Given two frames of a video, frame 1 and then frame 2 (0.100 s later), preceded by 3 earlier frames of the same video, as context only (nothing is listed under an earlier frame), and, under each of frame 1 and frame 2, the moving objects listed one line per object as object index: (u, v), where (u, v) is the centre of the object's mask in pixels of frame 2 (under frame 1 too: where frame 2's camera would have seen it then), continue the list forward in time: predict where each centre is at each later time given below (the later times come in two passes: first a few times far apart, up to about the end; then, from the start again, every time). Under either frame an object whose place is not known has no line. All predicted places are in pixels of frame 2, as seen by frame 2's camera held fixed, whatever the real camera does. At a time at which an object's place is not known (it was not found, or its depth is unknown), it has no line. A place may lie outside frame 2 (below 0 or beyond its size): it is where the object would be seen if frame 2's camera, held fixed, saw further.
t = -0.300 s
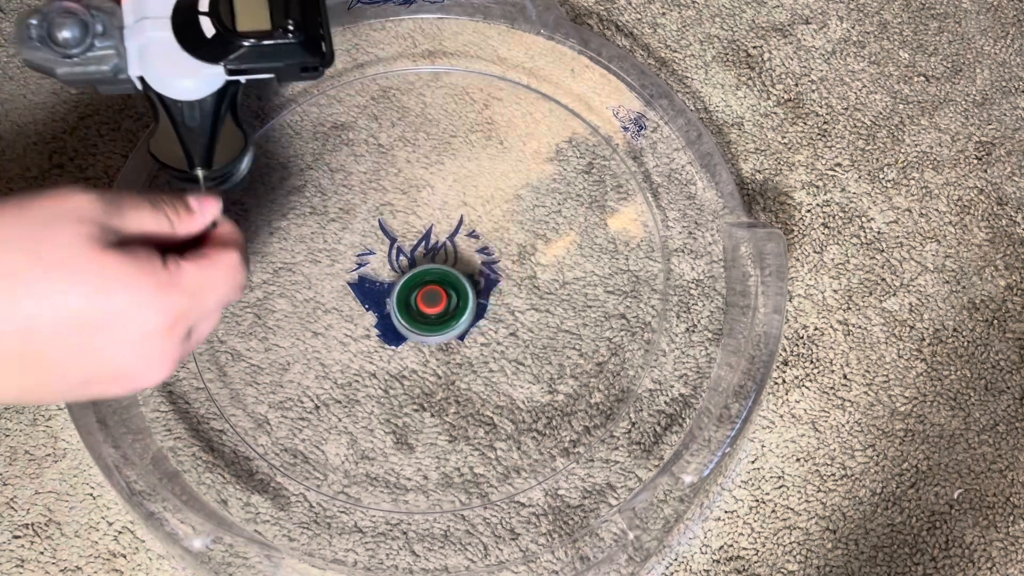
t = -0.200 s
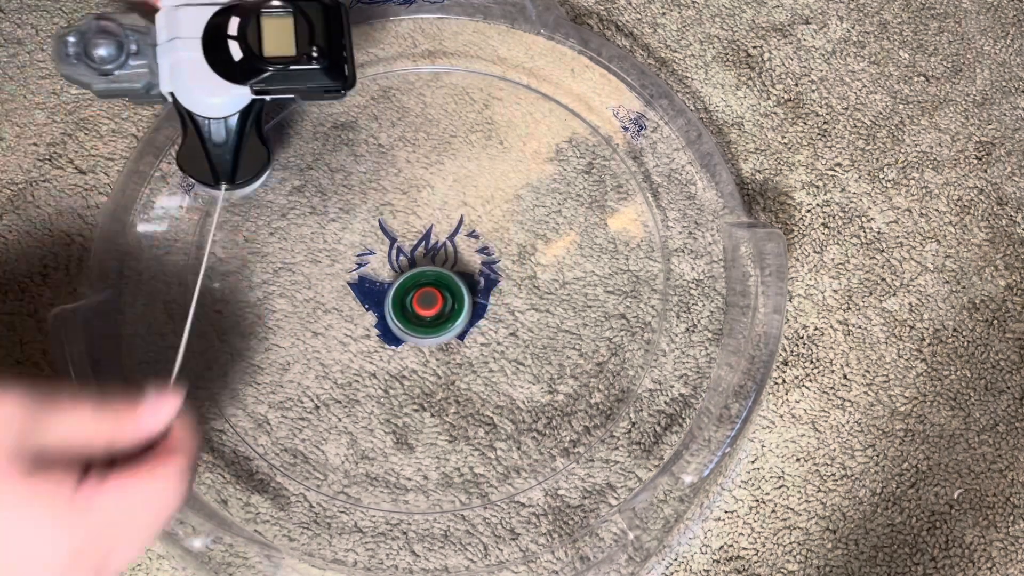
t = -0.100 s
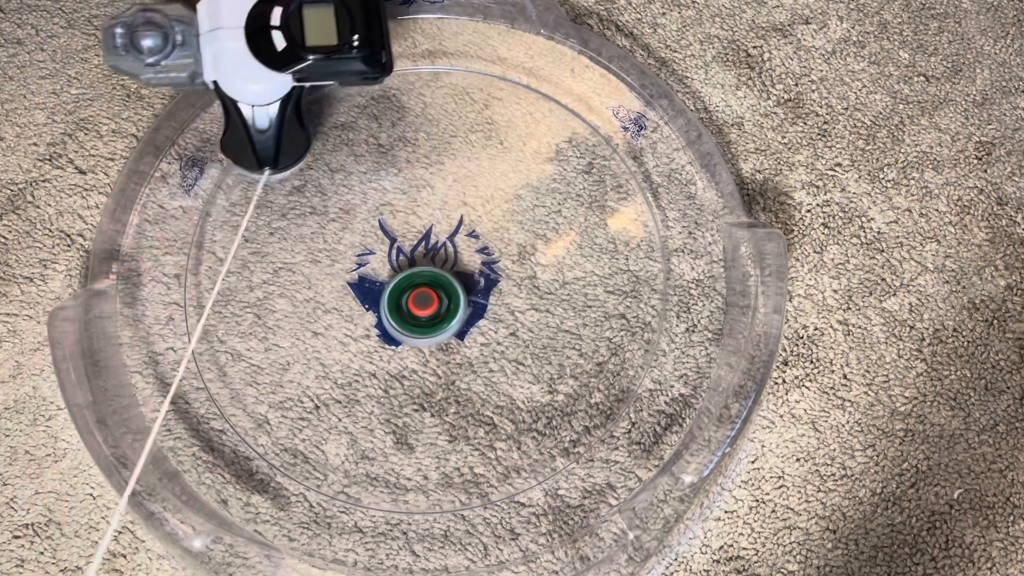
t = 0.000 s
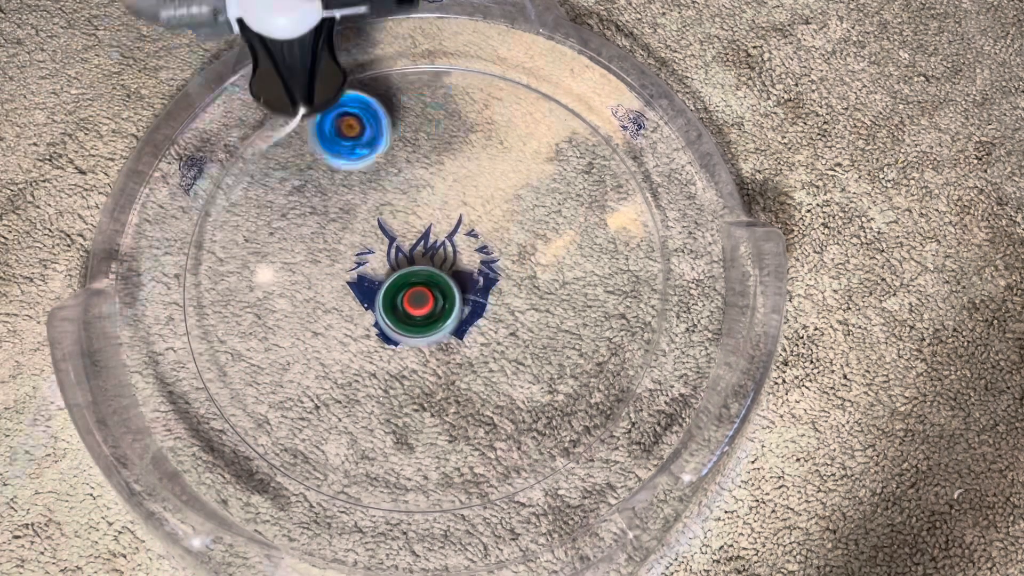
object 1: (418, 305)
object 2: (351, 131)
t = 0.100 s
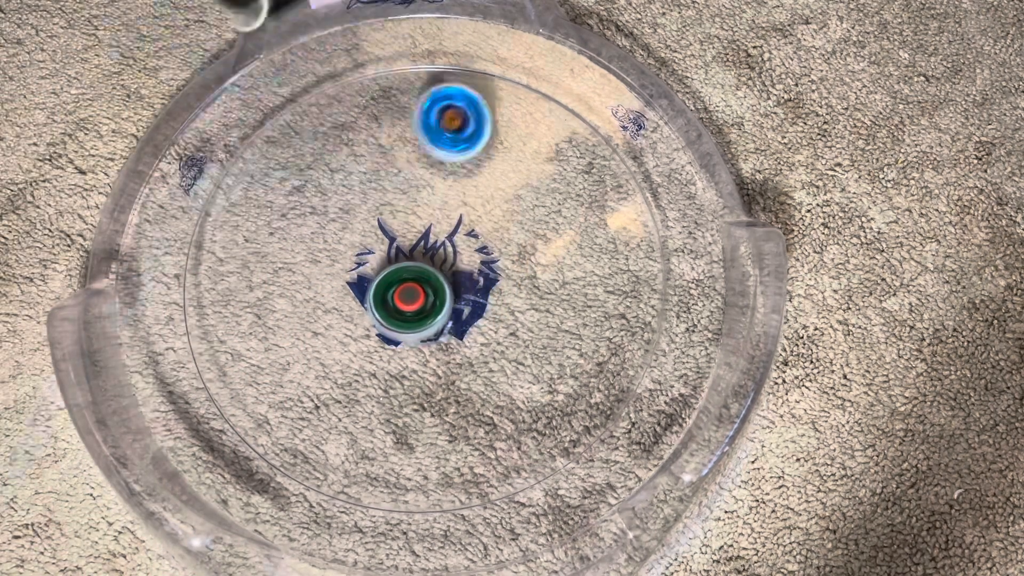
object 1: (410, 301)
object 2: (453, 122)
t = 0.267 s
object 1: (403, 297)
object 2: (526, 90)
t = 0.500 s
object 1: (396, 289)
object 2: (530, 86)
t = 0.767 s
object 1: (395, 281)
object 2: (541, 93)
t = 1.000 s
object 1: (393, 263)
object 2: (562, 103)
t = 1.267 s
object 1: (386, 256)
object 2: (587, 131)
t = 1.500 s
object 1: (393, 250)
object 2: (528, 197)
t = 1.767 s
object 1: (402, 245)
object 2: (574, 367)
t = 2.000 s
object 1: (421, 240)
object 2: (641, 253)
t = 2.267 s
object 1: (173, 240)
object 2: (594, 229)
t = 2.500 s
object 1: (170, 234)
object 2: (495, 284)
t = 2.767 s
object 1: (336, 293)
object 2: (553, 451)
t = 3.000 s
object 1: (408, 284)
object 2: (562, 274)
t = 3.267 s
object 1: (29, 214)
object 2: (569, 184)
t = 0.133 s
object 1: (408, 301)
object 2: (481, 111)
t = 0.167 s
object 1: (407, 300)
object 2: (506, 97)
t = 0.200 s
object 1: (405, 299)
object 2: (524, 80)
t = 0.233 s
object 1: (404, 298)
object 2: (525, 80)
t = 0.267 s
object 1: (403, 297)
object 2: (526, 90)
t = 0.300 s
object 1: (402, 296)
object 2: (529, 89)
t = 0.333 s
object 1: (400, 295)
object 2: (532, 86)
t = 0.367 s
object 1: (399, 293)
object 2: (531, 87)
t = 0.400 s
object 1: (399, 292)
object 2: (532, 87)
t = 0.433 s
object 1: (398, 291)
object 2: (531, 87)
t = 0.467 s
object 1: (397, 290)
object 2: (530, 87)
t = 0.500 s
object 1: (396, 289)
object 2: (530, 86)
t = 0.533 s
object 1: (395, 288)
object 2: (530, 86)
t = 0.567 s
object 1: (394, 288)
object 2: (530, 87)
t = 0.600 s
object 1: (394, 287)
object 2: (531, 87)
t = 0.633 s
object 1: (394, 286)
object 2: (532, 87)
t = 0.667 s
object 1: (394, 286)
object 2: (534, 89)
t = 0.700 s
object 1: (394, 284)
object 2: (538, 88)
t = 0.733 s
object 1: (395, 283)
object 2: (539, 91)
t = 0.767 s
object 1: (395, 281)
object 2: (541, 93)
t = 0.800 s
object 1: (396, 279)
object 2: (546, 94)
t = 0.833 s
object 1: (396, 276)
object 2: (549, 95)
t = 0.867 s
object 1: (396, 273)
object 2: (551, 97)
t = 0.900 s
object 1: (395, 271)
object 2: (554, 98)
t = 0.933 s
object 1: (395, 267)
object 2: (556, 101)
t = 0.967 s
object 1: (394, 265)
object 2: (560, 102)
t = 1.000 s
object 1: (393, 263)
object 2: (562, 103)
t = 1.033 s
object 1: (391, 262)
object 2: (564, 105)
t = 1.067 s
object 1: (391, 260)
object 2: (566, 108)
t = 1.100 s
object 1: (389, 259)
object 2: (570, 110)
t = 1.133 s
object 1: (388, 259)
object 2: (575, 114)
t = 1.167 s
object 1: (387, 258)
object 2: (580, 117)
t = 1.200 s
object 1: (387, 257)
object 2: (583, 121)
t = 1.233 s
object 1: (386, 257)
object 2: (586, 126)
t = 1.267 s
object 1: (386, 256)
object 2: (587, 131)
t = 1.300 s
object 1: (386, 255)
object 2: (587, 136)
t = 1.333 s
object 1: (387, 254)
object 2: (585, 142)
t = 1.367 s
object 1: (388, 254)
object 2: (579, 149)
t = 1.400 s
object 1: (389, 253)
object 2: (571, 159)
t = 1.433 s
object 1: (391, 252)
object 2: (558, 169)
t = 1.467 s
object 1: (392, 251)
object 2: (543, 181)
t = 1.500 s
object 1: (393, 250)
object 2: (528, 197)
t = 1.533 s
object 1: (394, 249)
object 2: (515, 219)
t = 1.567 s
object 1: (395, 248)
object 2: (507, 242)
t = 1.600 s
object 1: (395, 247)
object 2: (504, 268)
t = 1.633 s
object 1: (396, 247)
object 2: (505, 294)
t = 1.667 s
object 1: (397, 246)
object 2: (513, 319)
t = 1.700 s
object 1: (398, 245)
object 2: (528, 340)
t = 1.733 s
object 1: (400, 245)
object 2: (548, 357)
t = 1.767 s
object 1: (402, 245)
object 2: (574, 367)
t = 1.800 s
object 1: (404, 244)
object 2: (602, 371)
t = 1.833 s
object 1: (407, 244)
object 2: (634, 370)
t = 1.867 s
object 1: (410, 244)
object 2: (640, 339)
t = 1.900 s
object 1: (413, 243)
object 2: (642, 313)
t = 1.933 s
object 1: (417, 242)
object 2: (647, 290)
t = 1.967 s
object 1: (420, 241)
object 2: (647, 270)
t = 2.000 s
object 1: (421, 240)
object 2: (641, 253)
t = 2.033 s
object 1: (424, 239)
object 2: (628, 238)
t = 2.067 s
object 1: (425, 238)
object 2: (606, 226)
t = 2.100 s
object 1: (428, 236)
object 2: (577, 218)
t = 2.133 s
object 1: (431, 236)
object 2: (541, 217)
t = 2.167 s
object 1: (401, 236)
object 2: (529, 219)
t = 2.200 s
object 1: (317, 238)
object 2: (563, 221)
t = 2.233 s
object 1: (237, 238)
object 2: (585, 225)
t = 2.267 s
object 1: (173, 240)
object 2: (594, 229)
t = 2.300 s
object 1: (135, 246)
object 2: (593, 230)
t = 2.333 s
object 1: (111, 250)
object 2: (585, 231)
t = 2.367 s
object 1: (108, 242)
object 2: (572, 232)
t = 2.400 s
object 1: (118, 235)
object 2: (555, 238)
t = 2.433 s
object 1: (135, 232)
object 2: (534, 248)
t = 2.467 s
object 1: (152, 231)
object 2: (513, 264)
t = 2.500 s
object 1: (170, 234)
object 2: (495, 284)
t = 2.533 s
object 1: (190, 241)
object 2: (480, 309)
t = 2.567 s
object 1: (209, 247)
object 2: (471, 335)
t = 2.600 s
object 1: (230, 254)
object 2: (468, 361)
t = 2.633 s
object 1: (252, 263)
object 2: (472, 387)
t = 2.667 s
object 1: (274, 272)
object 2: (482, 409)
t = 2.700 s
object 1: (296, 280)
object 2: (500, 428)
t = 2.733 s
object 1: (317, 288)
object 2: (524, 441)
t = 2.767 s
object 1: (336, 293)
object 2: (553, 451)
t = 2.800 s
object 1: (354, 297)
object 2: (575, 424)
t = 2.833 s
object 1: (367, 299)
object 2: (591, 391)
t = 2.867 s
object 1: (379, 298)
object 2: (603, 365)
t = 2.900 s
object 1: (388, 296)
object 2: (607, 340)
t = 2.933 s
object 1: (396, 293)
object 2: (602, 317)
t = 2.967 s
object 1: (402, 289)
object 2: (588, 295)
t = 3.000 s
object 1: (408, 284)
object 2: (562, 274)
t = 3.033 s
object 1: (414, 279)
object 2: (526, 259)
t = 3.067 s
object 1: (390, 276)
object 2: (518, 250)
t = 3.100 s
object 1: (287, 272)
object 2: (570, 231)
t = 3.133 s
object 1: (192, 270)
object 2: (610, 214)
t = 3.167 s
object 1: (120, 262)
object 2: (636, 203)
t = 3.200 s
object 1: (72, 240)
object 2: (628, 194)
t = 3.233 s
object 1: (40, 221)
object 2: (602, 192)
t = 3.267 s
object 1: (29, 214)
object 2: (569, 184)
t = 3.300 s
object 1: (21, 216)
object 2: (532, 182)
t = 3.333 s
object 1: (19, 226)
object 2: (493, 188)
